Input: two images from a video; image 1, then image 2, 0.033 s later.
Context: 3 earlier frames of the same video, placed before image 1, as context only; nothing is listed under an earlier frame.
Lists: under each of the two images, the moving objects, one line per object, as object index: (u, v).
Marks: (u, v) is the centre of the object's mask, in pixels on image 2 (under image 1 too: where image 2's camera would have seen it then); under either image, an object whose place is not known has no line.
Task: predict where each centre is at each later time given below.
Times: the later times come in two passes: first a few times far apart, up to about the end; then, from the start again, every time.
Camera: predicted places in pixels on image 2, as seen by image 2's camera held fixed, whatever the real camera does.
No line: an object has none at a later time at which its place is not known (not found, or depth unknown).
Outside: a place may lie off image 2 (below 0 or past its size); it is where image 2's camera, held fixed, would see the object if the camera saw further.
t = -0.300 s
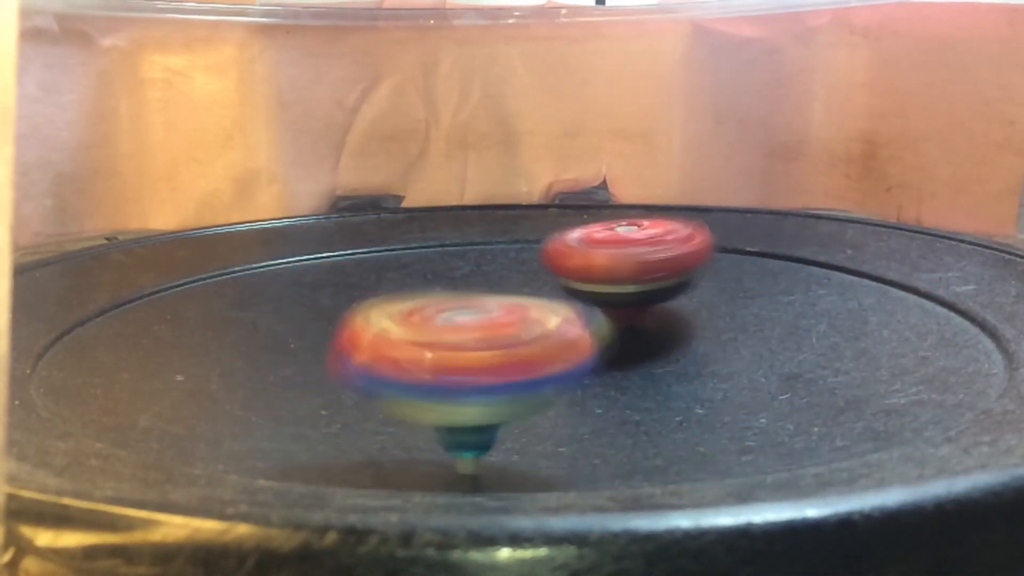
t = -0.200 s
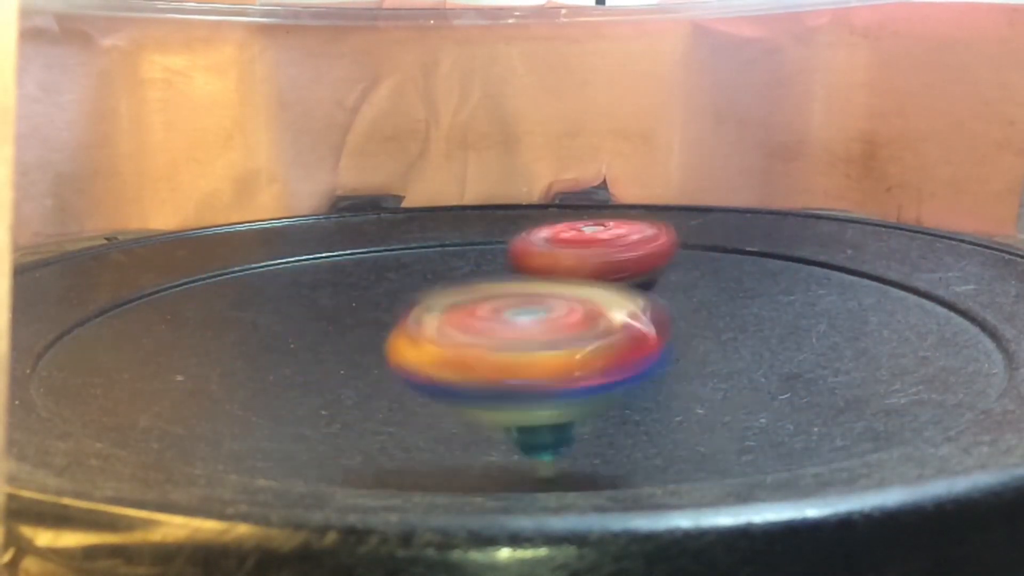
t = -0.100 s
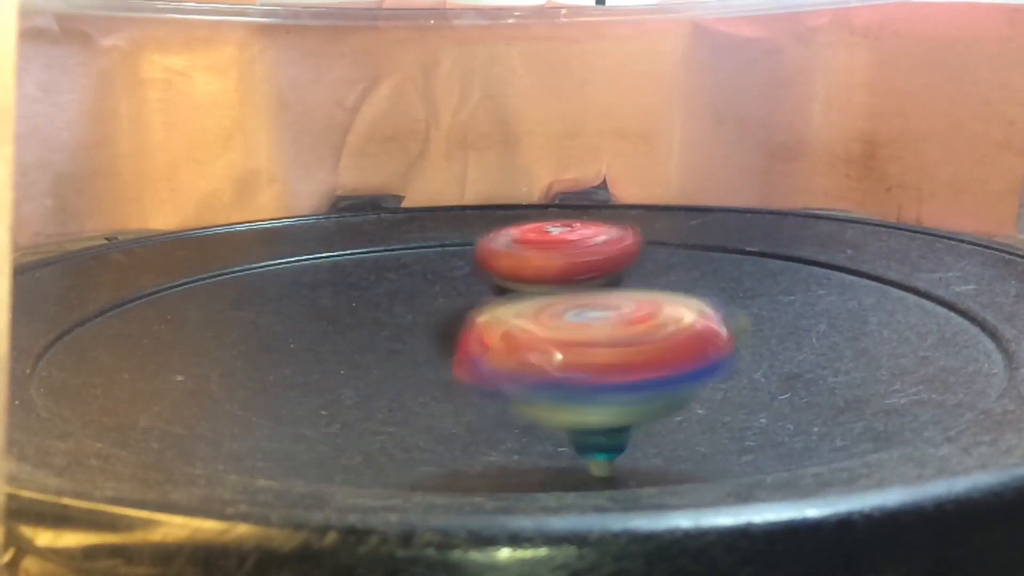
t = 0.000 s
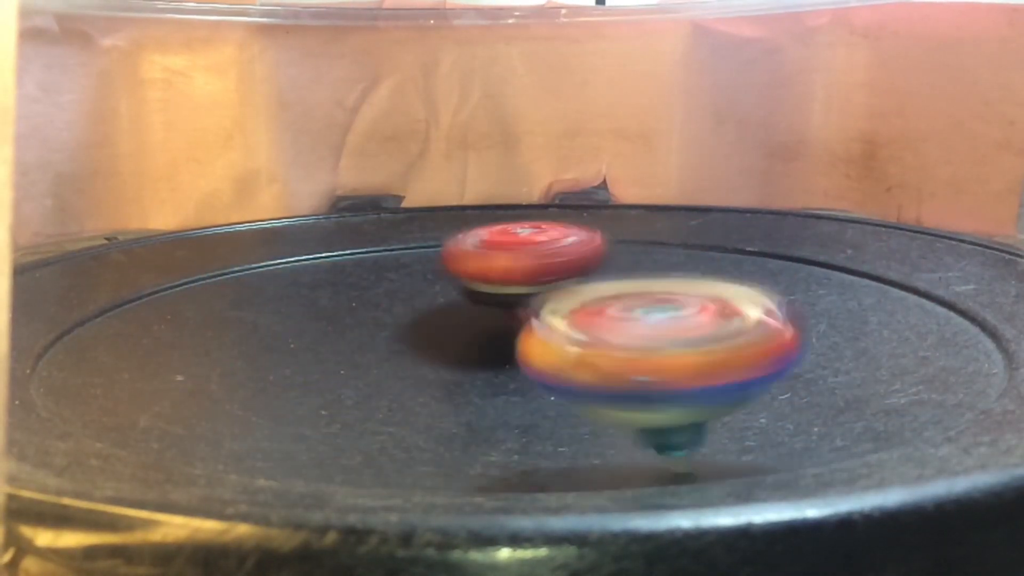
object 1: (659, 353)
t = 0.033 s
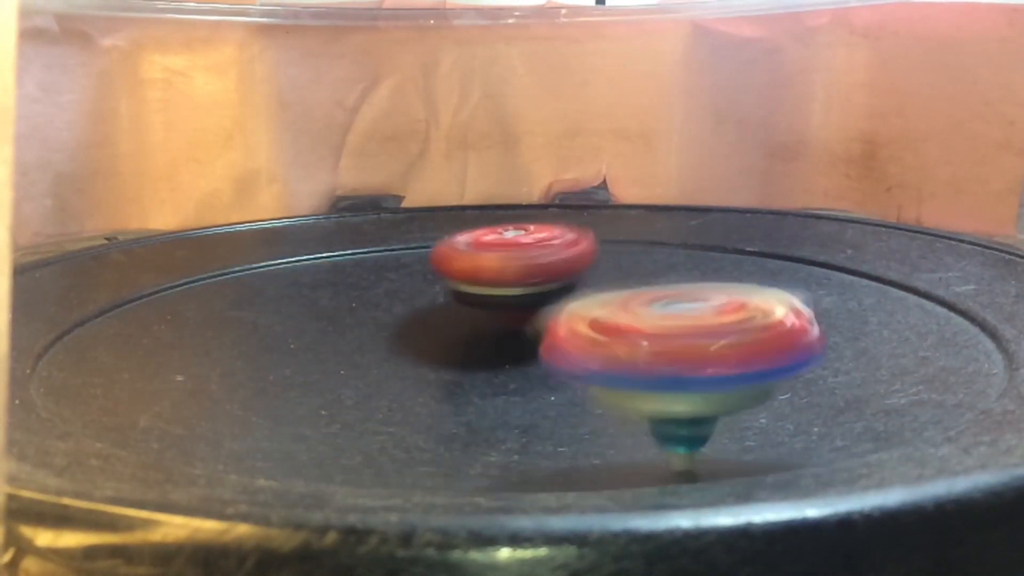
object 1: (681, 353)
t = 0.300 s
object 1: (830, 320)
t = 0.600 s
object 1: (906, 281)
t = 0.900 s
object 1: (895, 249)
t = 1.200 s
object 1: (810, 228)
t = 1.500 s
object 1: (686, 220)
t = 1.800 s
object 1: (538, 219)
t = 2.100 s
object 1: (400, 225)
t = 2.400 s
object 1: (261, 234)
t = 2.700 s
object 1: (140, 258)
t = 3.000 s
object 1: (89, 291)
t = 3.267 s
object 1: (108, 312)
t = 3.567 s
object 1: (287, 355)
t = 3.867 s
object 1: (607, 363)
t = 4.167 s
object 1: (862, 329)
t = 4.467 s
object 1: (932, 292)
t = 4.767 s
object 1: (906, 252)
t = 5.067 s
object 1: (804, 231)
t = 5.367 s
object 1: (678, 221)
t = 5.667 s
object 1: (541, 208)
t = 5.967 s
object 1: (415, 205)
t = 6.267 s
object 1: (300, 217)
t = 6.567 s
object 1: (179, 233)
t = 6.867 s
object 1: (108, 263)
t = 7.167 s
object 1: (113, 310)
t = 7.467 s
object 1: (238, 345)
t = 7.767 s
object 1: (474, 363)
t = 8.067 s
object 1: (721, 341)
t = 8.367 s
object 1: (860, 308)
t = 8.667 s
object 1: (869, 259)
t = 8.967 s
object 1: (793, 230)
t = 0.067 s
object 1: (705, 339)
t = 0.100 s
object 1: (723, 339)
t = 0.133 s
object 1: (746, 332)
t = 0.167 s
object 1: (757, 339)
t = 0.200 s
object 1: (786, 337)
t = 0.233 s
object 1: (802, 333)
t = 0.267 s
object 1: (820, 321)
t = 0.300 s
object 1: (830, 320)
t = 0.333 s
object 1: (847, 313)
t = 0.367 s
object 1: (860, 317)
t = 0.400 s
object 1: (871, 312)
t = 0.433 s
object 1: (881, 307)
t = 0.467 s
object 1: (889, 299)
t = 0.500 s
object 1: (896, 295)
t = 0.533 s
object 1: (902, 294)
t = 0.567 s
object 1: (906, 289)
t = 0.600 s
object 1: (906, 281)
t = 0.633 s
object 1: (909, 273)
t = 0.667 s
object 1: (910, 272)
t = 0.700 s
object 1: (910, 269)
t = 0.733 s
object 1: (911, 271)
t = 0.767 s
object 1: (910, 263)
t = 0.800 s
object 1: (907, 261)
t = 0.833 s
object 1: (904, 254)
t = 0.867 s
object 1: (901, 256)
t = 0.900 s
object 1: (895, 249)
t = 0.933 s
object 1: (888, 246)
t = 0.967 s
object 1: (879, 239)
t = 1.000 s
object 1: (874, 240)
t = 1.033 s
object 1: (863, 239)
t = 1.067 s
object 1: (855, 238)
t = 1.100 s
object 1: (843, 233)
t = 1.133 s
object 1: (834, 233)
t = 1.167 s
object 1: (821, 230)
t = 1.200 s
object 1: (810, 228)
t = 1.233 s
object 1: (795, 225)
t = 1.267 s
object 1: (784, 223)
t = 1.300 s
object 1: (772, 225)
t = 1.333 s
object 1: (759, 223)
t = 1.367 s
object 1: (743, 221)
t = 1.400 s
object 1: (729, 217)
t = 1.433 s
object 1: (717, 221)
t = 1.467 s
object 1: (699, 219)
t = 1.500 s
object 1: (686, 220)
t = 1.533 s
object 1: (668, 218)
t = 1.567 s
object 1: (653, 219)
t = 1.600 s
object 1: (633, 219)
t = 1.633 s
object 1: (618, 217)
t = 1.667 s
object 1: (600, 218)
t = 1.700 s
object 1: (586, 218)
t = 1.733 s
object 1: (568, 220)
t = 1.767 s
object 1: (553, 218)
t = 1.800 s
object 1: (538, 219)
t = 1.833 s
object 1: (521, 220)
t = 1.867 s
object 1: (507, 224)
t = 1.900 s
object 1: (489, 219)
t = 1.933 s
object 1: (476, 220)
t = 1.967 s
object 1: (462, 218)
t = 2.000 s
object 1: (447, 224)
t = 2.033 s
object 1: (432, 222)
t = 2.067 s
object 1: (416, 224)
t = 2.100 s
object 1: (400, 225)
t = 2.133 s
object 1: (384, 225)
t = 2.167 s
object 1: (368, 226)
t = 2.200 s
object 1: (354, 226)
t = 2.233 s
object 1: (338, 227)
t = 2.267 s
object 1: (323, 229)
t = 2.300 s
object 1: (309, 235)
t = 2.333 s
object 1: (294, 232)
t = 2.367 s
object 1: (279, 236)
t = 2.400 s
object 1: (261, 234)
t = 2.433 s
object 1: (249, 242)
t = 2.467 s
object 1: (233, 242)
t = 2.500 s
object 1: (220, 242)
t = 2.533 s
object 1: (204, 243)
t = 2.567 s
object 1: (192, 246)
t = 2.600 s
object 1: (176, 252)
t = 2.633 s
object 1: (162, 258)
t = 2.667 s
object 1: (150, 261)
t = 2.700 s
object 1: (140, 258)
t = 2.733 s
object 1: (131, 264)
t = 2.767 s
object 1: (119, 262)
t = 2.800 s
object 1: (112, 274)
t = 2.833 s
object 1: (107, 271)
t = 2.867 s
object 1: (105, 272)
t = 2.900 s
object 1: (99, 273)
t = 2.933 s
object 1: (97, 275)
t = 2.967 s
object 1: (92, 287)
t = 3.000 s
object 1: (89, 291)
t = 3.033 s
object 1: (89, 297)
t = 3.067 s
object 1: (89, 294)
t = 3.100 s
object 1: (90, 298)
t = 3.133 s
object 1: (91, 302)
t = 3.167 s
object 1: (92, 308)
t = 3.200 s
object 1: (95, 315)
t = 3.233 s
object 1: (104, 308)
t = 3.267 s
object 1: (108, 312)
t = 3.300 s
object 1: (115, 310)
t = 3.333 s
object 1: (123, 323)
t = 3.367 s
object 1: (130, 326)
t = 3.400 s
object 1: (142, 339)
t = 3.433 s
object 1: (160, 343)
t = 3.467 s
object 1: (186, 345)
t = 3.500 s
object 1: (217, 348)
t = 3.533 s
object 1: (250, 354)
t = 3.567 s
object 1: (287, 355)
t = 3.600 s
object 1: (320, 353)
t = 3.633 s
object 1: (360, 353)
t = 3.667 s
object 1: (387, 357)
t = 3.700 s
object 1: (432, 362)
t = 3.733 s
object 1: (465, 368)
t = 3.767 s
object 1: (504, 366)
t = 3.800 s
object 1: (535, 366)
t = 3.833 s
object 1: (573, 361)
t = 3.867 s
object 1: (607, 363)
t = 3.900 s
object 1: (638, 356)
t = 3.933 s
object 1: (673, 356)
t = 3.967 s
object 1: (707, 356)
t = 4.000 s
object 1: (740, 350)
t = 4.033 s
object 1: (762, 346)
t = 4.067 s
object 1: (792, 337)
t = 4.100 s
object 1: (822, 340)
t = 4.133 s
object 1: (845, 333)
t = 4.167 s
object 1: (862, 329)
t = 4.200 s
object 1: (874, 318)
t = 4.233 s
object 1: (890, 316)
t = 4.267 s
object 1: (901, 319)
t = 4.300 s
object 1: (911, 314)
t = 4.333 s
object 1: (918, 308)
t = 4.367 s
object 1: (921, 296)
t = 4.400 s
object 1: (926, 298)
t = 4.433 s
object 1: (928, 296)
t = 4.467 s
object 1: (932, 292)
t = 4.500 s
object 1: (932, 285)
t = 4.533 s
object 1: (931, 275)
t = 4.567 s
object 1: (933, 276)
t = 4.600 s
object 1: (930, 273)
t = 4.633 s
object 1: (929, 270)
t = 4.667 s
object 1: (921, 263)
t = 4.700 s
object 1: (919, 258)
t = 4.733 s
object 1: (913, 260)
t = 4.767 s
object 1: (906, 252)
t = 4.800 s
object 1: (896, 249)
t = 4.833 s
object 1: (884, 244)
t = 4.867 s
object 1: (876, 243)
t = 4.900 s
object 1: (864, 245)
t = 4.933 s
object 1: (853, 238)
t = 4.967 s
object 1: (841, 235)
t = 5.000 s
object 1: (828, 229)
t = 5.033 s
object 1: (819, 231)
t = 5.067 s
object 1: (804, 231)
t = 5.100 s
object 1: (791, 229)
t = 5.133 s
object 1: (776, 227)
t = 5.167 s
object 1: (763, 223)
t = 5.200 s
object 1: (753, 226)
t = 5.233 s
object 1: (735, 223)
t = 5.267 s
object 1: (721, 219)
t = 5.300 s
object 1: (705, 218)
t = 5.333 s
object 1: (692, 216)
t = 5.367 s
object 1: (678, 221)
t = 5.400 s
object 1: (662, 218)
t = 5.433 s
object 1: (647, 216)
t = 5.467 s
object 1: (630, 212)
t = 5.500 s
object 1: (613, 211)
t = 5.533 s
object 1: (599, 213)
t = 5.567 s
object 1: (586, 209)
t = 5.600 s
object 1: (572, 209)
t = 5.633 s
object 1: (555, 209)
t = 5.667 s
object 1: (541, 208)
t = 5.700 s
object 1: (527, 210)
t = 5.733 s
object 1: (514, 206)
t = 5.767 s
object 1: (498, 207)
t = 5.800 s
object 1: (484, 206)
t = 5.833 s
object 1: (470, 208)
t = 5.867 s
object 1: (455, 209)
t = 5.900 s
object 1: (443, 207)
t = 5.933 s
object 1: (430, 206)
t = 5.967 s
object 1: (415, 205)
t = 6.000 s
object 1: (404, 210)
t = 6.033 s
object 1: (390, 211)
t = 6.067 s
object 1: (378, 209)
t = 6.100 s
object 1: (364, 212)
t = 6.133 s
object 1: (354, 212)
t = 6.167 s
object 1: (341, 219)
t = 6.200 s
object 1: (328, 217)
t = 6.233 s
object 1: (316, 218)
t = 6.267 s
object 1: (300, 217)
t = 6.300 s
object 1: (289, 219)
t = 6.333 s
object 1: (273, 225)
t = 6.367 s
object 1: (261, 225)
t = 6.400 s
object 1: (247, 225)
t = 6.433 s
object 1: (231, 227)
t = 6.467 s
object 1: (215, 229)
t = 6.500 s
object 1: (203, 236)
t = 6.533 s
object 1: (191, 233)
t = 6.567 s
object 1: (179, 233)
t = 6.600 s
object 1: (169, 238)
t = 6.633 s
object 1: (157, 242)
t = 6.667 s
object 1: (146, 247)
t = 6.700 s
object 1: (141, 246)
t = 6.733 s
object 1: (131, 246)
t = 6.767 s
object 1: (123, 249)
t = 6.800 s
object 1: (118, 255)
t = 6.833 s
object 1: (110, 263)
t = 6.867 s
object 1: (108, 263)
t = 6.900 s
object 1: (105, 267)
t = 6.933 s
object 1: (104, 270)
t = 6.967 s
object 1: (102, 276)
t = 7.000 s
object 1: (101, 285)
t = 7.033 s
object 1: (103, 282)
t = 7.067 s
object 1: (106, 287)
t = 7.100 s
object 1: (107, 291)
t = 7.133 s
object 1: (111, 297)
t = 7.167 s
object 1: (113, 310)
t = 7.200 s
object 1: (120, 307)
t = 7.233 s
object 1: (129, 312)
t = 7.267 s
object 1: (135, 316)
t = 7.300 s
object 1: (146, 322)
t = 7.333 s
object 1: (158, 332)
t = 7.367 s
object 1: (177, 328)
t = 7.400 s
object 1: (195, 333)
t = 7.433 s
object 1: (216, 339)
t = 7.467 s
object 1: (238, 345)
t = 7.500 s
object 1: (261, 354)
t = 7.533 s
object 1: (285, 347)
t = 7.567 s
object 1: (311, 349)
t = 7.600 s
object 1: (338, 358)
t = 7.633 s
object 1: (362, 361)
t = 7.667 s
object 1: (391, 364)
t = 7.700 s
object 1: (417, 357)
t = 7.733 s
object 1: (449, 357)
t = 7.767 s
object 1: (474, 363)
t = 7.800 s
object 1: (502, 361)
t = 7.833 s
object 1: (532, 368)
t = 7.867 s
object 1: (560, 363)
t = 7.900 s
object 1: (592, 355)
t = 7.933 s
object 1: (618, 358)
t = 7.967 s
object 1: (645, 357)
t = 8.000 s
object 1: (670, 357)
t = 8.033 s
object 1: (696, 353)
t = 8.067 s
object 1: (721, 341)
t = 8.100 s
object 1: (745, 343)
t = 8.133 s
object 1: (766, 341)
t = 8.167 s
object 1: (785, 336)
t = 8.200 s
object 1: (797, 332)
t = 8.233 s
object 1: (815, 322)
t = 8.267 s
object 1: (827, 323)
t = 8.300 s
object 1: (838, 319)
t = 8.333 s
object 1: (851, 310)
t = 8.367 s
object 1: (860, 308)
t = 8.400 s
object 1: (866, 299)
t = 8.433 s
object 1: (872, 295)
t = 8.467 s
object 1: (873, 291)
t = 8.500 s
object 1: (878, 283)
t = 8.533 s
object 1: (879, 281)
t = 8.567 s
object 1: (876, 276)
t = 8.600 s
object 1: (877, 270)
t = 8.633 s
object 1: (873, 267)
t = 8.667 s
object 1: (869, 259)
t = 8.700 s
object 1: (864, 257)
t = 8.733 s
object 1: (857, 255)
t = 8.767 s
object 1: (851, 249)
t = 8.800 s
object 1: (844, 246)
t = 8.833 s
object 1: (833, 241)
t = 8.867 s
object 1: (825, 238)
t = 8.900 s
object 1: (814, 237)
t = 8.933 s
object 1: (803, 232)
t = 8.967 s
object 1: (793, 230)
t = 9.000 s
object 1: (779, 228)
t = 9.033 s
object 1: (769, 224)
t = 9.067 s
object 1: (758, 223)
